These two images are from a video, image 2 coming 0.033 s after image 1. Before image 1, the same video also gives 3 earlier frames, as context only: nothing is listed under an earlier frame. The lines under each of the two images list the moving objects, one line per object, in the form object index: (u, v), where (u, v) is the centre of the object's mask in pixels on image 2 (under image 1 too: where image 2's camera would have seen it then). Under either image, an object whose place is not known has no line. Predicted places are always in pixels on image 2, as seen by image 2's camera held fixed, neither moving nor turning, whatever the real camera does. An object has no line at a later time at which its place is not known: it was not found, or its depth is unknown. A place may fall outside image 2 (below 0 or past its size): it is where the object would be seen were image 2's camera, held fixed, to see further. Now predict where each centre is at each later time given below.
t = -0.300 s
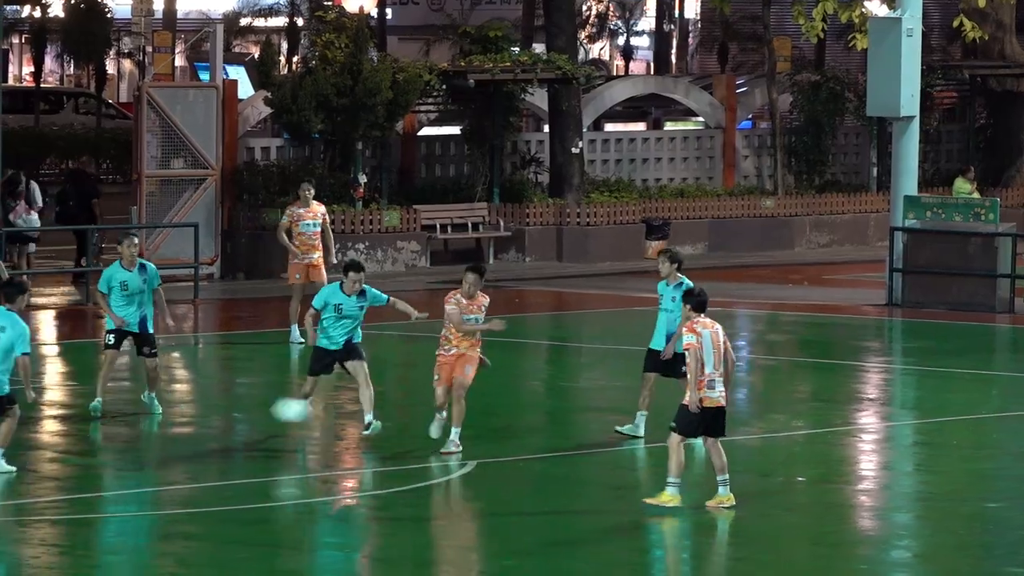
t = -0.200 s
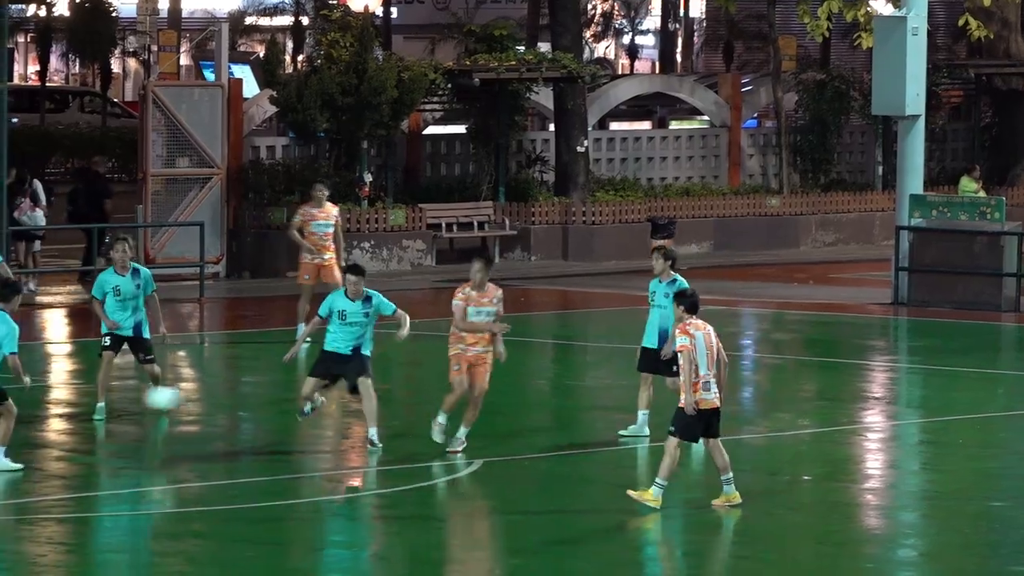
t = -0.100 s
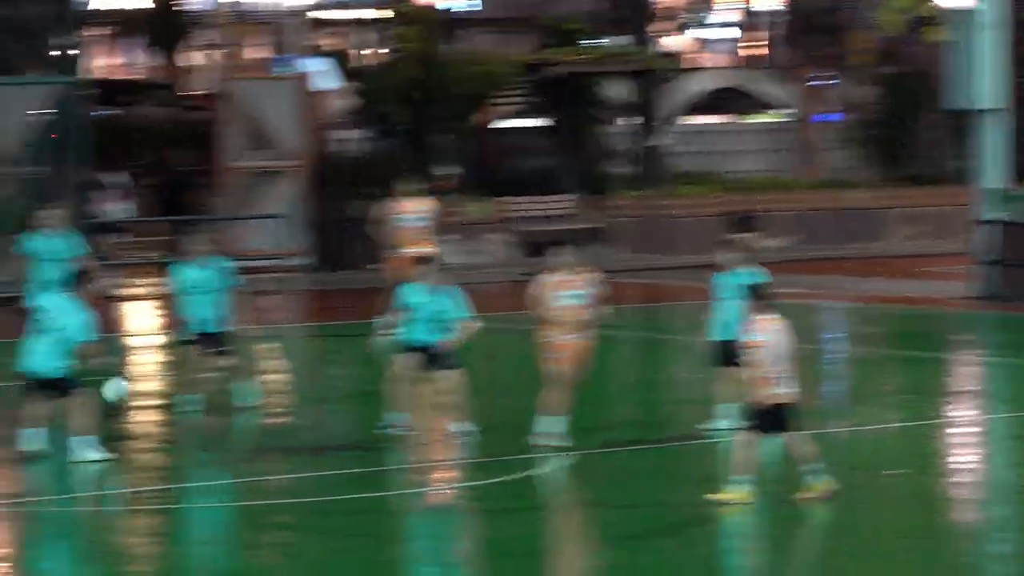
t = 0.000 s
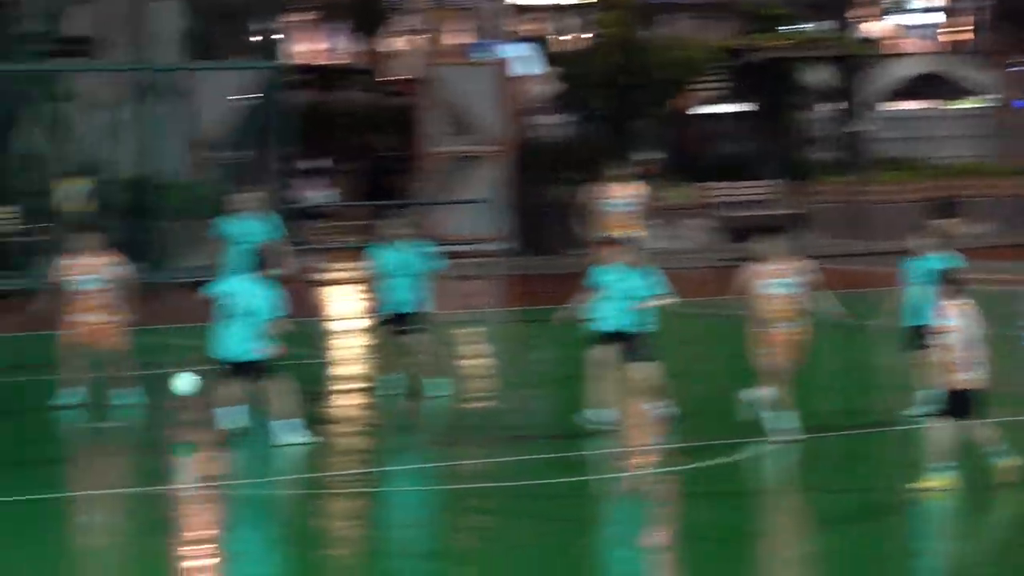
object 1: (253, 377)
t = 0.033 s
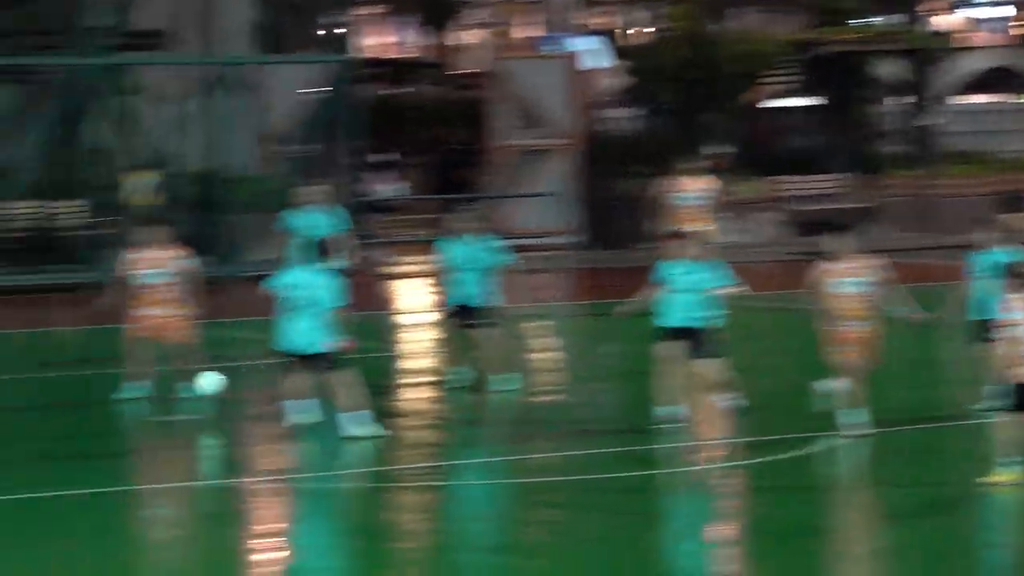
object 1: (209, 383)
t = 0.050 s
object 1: (187, 387)
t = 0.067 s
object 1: (166, 391)
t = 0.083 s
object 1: (146, 395)
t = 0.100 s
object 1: (126, 399)
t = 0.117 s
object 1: (104, 405)
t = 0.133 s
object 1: (85, 407)
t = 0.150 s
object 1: (70, 403)
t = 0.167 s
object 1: (53, 399)
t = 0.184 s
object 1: (36, 396)
